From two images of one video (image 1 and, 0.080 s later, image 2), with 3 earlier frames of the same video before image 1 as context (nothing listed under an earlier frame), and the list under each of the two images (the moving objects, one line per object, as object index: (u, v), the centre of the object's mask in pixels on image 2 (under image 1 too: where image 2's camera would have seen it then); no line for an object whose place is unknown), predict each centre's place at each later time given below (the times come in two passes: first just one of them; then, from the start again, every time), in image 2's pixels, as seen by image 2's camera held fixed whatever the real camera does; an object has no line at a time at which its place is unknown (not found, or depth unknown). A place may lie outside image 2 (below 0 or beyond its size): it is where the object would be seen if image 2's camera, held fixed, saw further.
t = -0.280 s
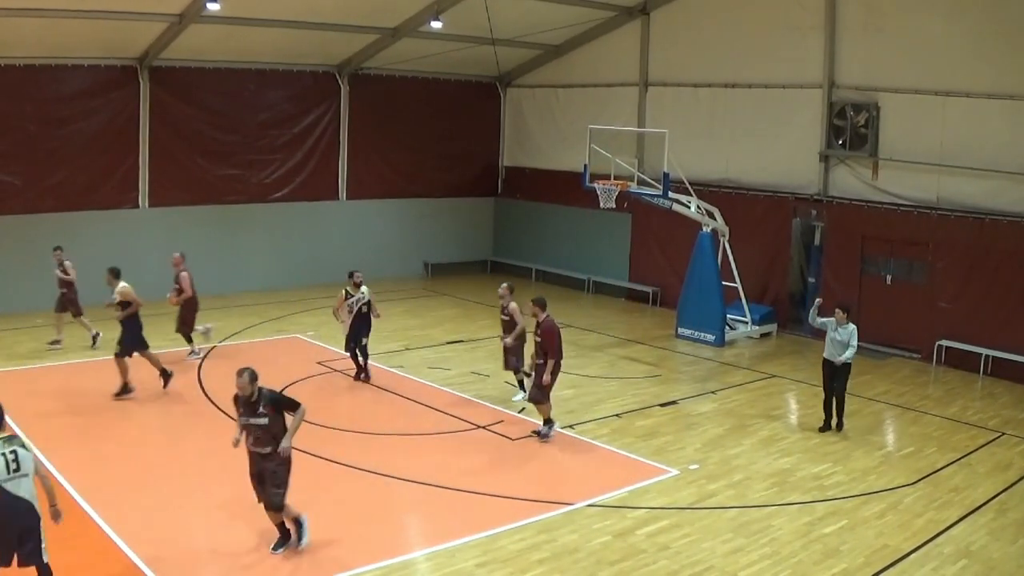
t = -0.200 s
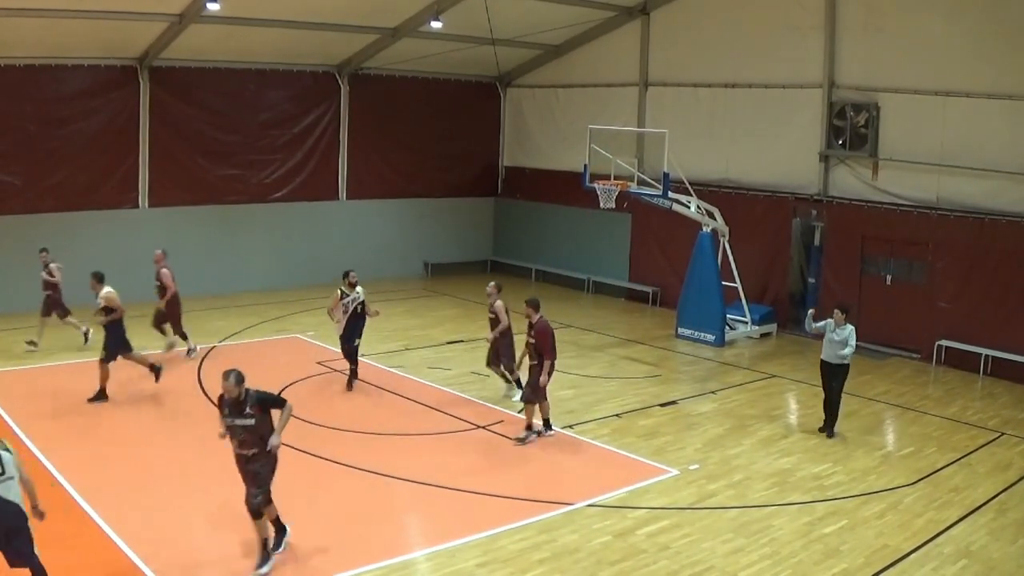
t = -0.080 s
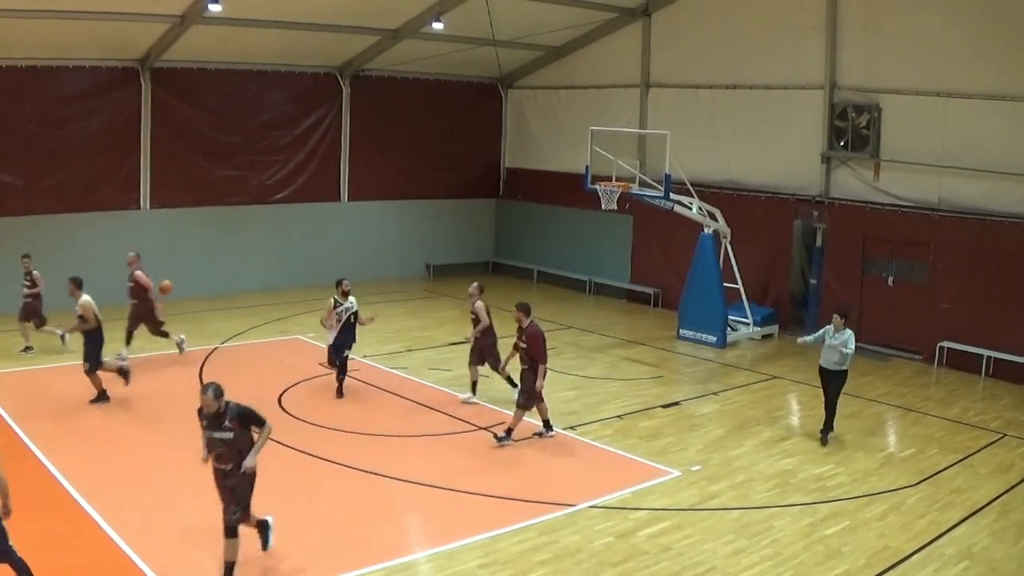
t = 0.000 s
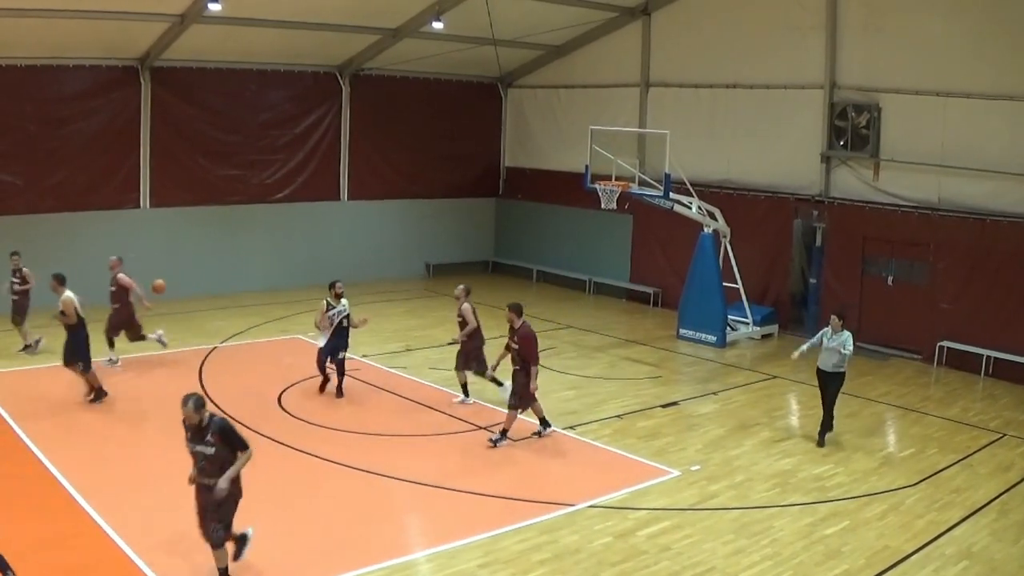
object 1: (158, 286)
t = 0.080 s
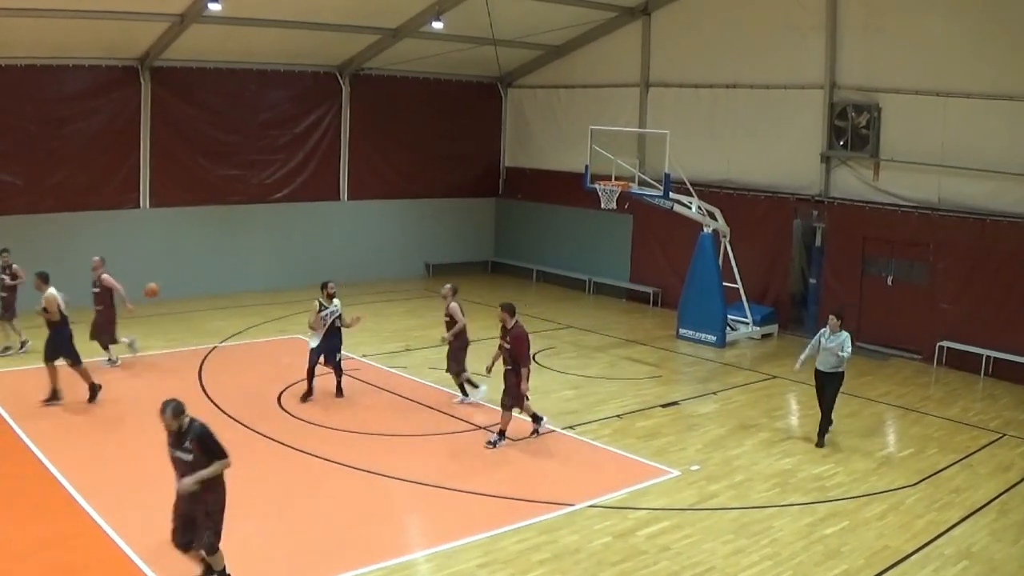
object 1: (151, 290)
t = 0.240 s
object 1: (137, 310)
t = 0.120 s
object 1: (147, 294)
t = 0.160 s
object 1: (144, 298)
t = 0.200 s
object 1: (141, 303)
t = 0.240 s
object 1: (137, 310)
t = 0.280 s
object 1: (133, 318)
